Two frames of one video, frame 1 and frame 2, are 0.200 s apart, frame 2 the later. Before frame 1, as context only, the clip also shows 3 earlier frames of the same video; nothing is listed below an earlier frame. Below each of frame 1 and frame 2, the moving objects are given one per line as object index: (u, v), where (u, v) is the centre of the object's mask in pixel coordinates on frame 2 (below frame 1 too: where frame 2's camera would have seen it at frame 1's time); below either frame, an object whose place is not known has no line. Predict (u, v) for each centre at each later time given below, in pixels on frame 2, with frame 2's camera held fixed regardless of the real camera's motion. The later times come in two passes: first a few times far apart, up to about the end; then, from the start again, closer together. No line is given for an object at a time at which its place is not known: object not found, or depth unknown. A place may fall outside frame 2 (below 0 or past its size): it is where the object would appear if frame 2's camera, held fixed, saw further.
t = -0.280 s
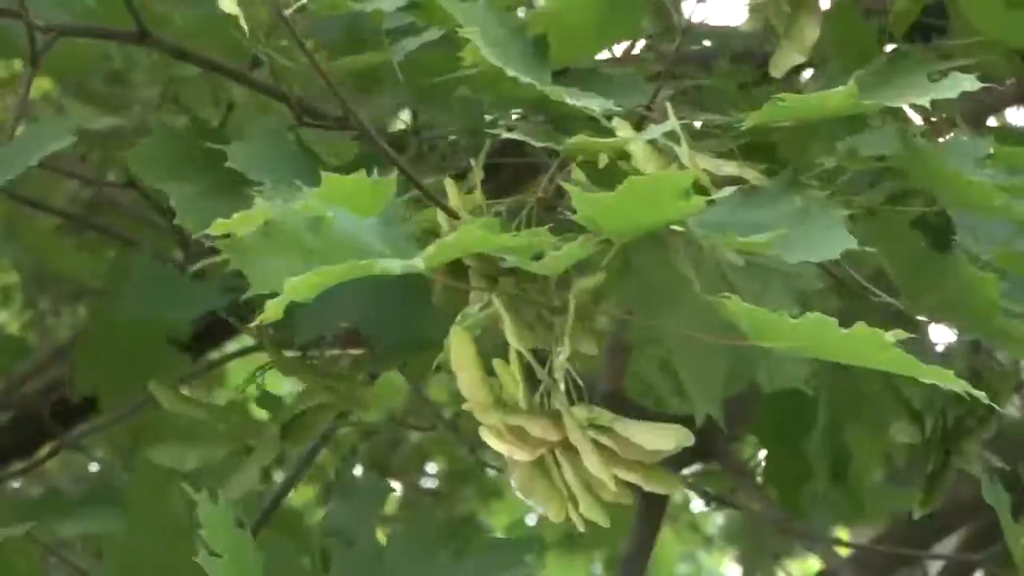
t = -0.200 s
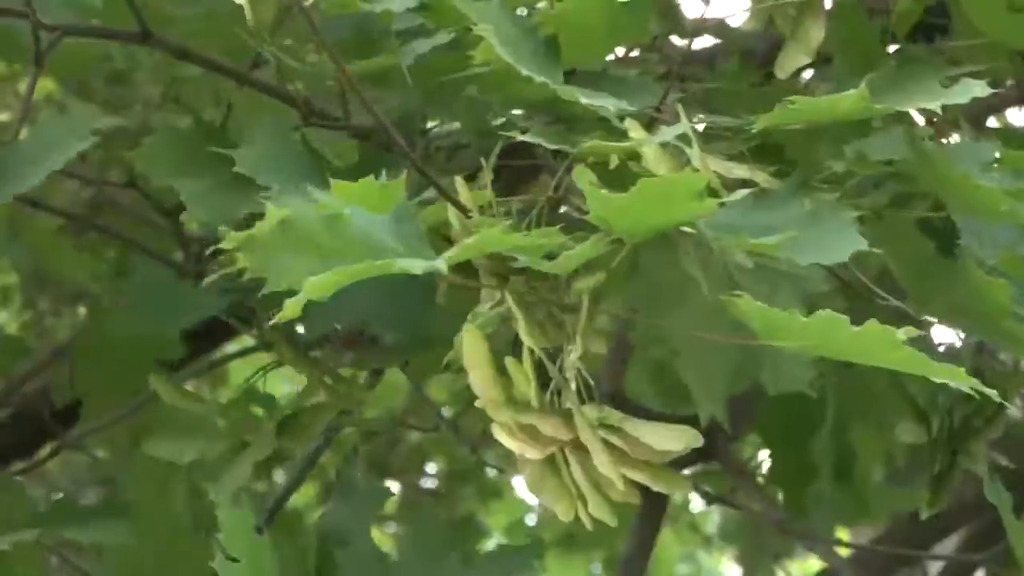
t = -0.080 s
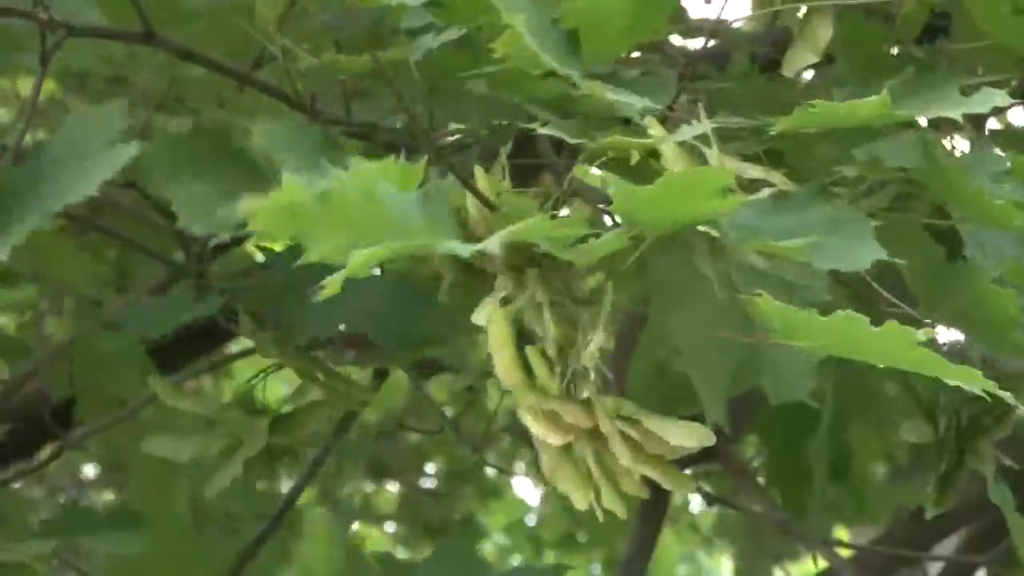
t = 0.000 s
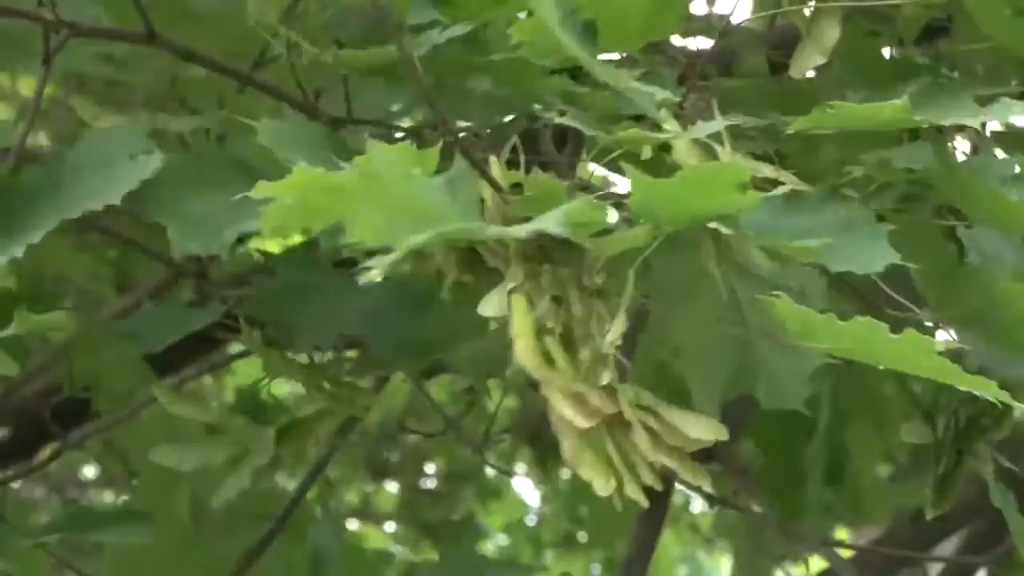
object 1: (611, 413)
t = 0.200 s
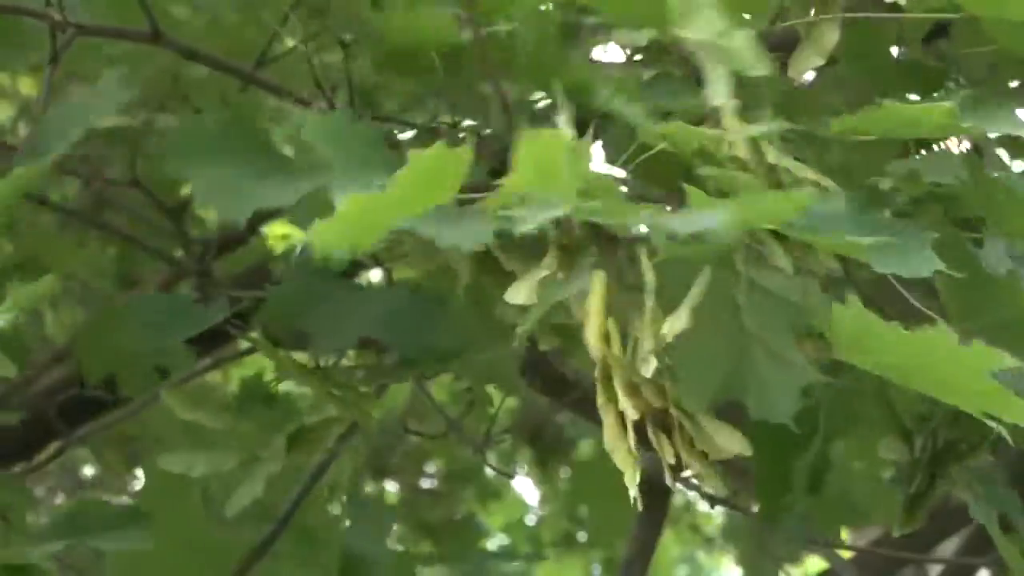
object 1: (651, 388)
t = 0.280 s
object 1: (666, 393)
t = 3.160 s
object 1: (681, 365)
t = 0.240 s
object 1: (659, 390)
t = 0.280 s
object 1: (666, 393)
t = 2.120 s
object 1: (689, 415)
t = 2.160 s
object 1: (692, 402)
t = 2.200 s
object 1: (692, 388)
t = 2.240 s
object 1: (689, 372)
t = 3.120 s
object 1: (688, 364)
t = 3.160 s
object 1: (681, 365)
